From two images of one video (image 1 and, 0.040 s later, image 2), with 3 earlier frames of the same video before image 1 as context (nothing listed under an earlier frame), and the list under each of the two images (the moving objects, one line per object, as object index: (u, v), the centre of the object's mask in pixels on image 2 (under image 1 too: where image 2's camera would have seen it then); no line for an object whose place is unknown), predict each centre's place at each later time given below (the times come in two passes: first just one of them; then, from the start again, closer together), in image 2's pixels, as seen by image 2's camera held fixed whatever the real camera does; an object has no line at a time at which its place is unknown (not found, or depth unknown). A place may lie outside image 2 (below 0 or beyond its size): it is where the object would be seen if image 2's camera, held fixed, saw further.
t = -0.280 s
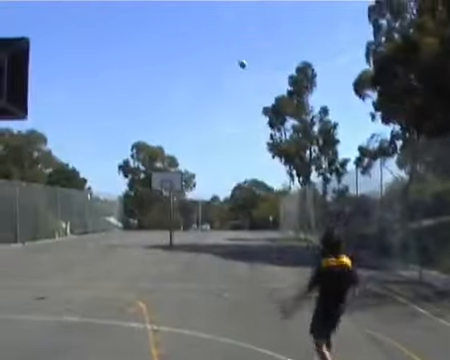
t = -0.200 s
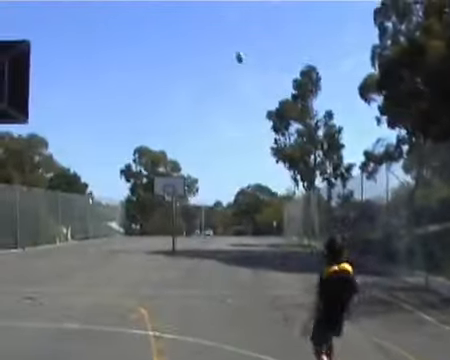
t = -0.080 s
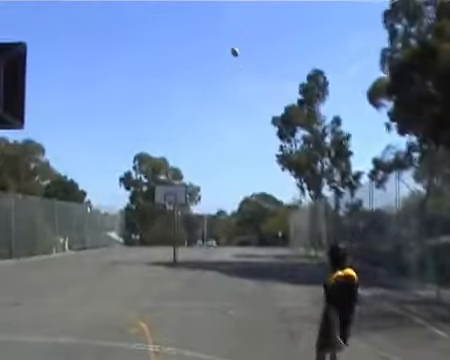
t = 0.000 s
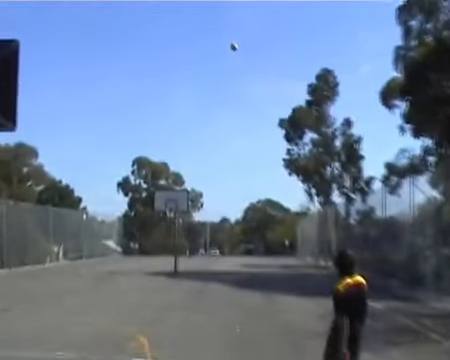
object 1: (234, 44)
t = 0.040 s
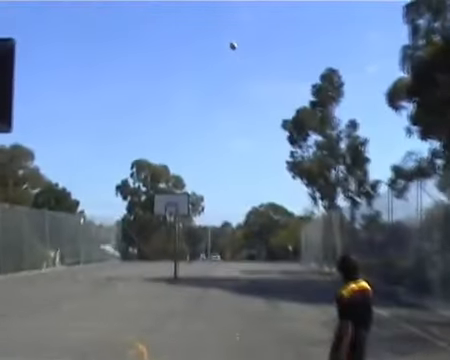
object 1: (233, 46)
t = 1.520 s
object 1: (171, 216)
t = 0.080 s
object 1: (231, 47)
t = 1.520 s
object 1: (171, 216)
